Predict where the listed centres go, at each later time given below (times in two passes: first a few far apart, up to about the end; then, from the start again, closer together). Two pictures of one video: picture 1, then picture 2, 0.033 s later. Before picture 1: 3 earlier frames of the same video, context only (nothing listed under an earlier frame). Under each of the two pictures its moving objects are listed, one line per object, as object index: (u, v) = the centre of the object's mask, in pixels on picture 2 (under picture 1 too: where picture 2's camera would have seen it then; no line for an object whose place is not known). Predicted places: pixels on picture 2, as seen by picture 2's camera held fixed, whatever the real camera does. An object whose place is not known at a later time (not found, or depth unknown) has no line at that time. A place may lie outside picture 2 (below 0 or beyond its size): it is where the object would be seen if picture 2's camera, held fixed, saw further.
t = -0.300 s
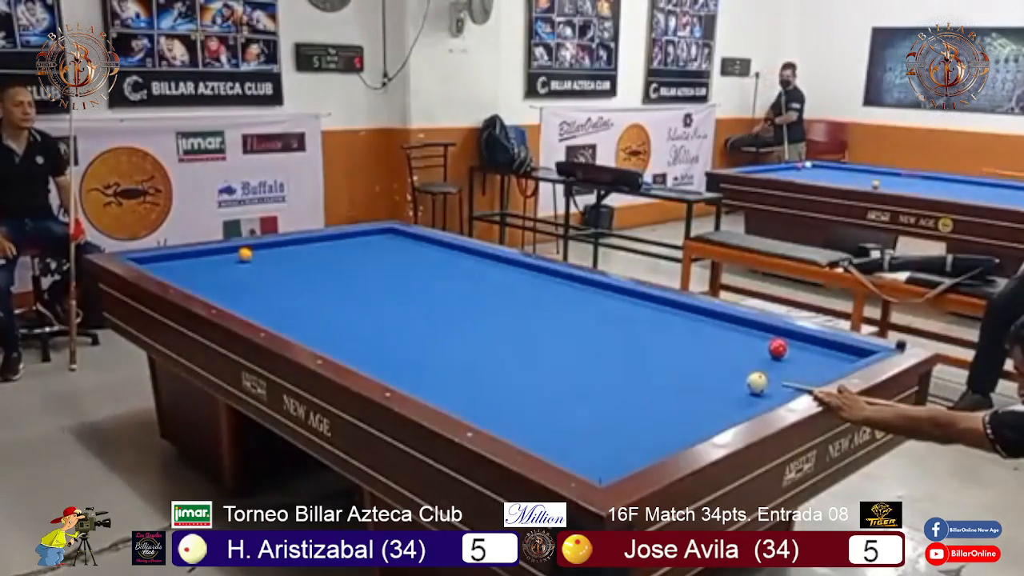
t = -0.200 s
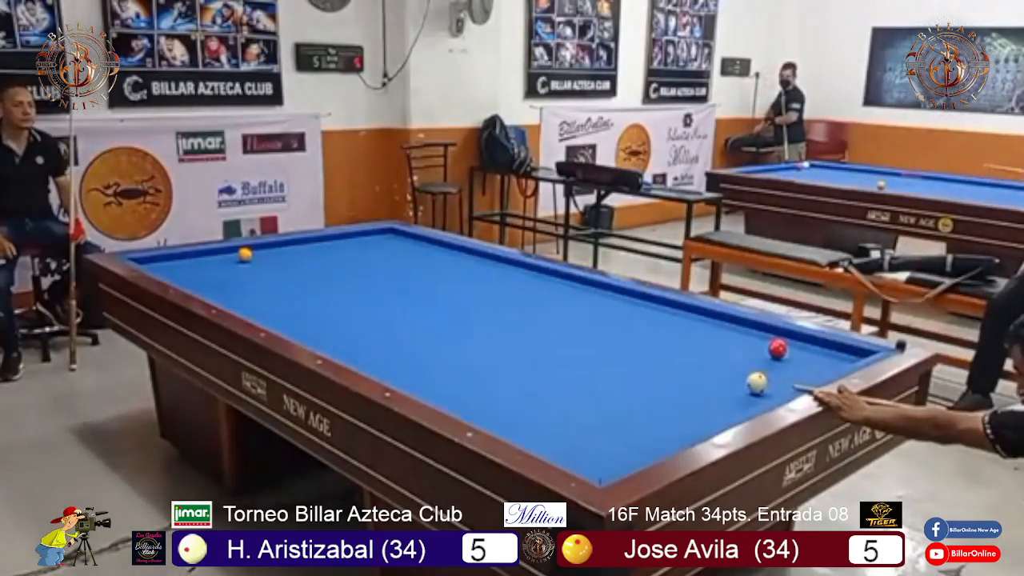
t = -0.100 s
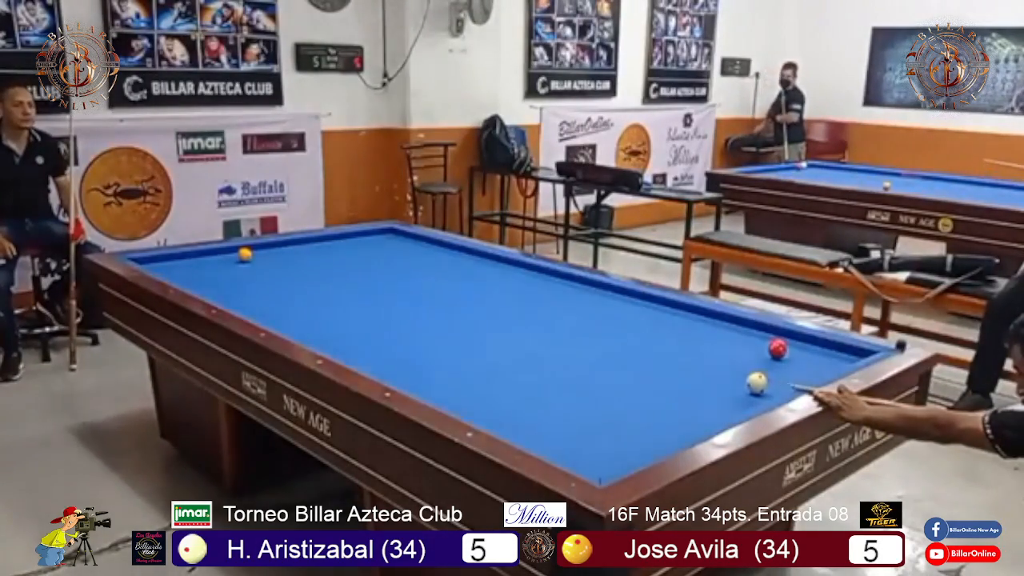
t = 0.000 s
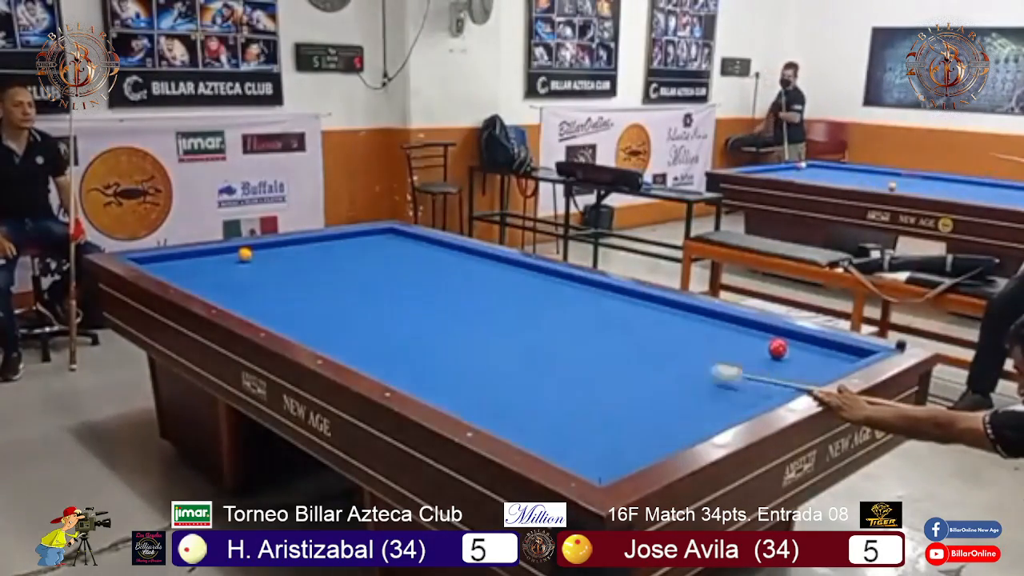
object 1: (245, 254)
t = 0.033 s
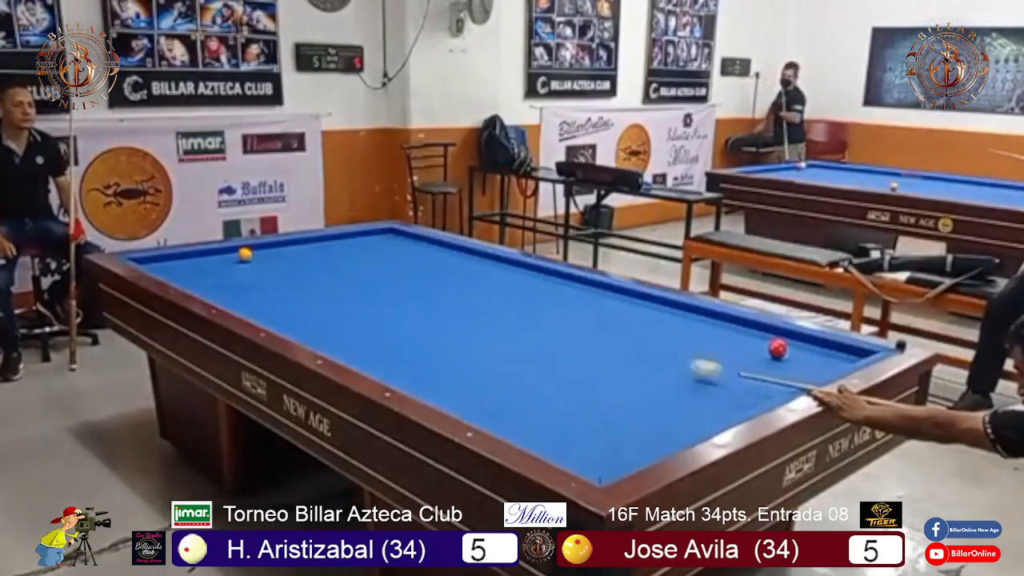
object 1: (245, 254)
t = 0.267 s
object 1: (245, 254)
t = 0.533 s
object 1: (245, 254)
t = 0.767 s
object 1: (245, 254)
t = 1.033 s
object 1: (245, 254)
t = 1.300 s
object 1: (250, 251)
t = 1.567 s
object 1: (265, 244)
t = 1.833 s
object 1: (289, 245)
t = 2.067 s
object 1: (308, 245)
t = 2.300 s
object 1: (328, 245)
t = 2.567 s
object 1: (348, 245)
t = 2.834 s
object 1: (369, 246)
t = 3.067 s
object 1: (386, 246)
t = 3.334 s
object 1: (403, 247)
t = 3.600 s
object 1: (421, 247)
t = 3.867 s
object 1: (438, 247)
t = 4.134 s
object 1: (453, 248)
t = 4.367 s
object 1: (464, 248)
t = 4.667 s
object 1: (464, 250)
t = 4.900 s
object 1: (464, 251)
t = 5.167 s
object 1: (464, 252)
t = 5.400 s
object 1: (464, 253)
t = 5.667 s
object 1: (464, 255)
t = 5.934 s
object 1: (464, 256)
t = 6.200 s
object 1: (464, 258)
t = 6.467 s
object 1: (464, 259)
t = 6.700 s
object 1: (464, 259)
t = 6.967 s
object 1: (464, 260)
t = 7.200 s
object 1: (464, 260)
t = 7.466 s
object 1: (464, 261)
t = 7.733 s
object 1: (463, 261)
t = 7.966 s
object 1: (463, 261)
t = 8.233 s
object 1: (463, 261)
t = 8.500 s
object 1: (464, 261)
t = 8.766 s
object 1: (464, 261)
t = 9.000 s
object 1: (463, 261)
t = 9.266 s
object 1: (463, 262)
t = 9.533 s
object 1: (463, 261)
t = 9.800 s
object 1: (463, 261)
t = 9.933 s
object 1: (463, 262)
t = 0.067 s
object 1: (245, 254)
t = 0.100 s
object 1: (245, 254)
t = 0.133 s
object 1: (245, 254)
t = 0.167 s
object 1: (245, 254)
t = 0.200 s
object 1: (245, 254)
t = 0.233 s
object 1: (245, 254)
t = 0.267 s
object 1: (245, 254)
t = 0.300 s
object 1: (245, 254)
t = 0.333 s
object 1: (245, 254)
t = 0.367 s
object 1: (245, 254)
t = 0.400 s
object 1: (245, 254)
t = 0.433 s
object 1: (245, 254)
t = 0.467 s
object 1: (245, 254)
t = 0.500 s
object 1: (245, 254)
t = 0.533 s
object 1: (245, 254)
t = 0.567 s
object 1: (245, 254)
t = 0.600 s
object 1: (245, 254)
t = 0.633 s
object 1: (245, 254)
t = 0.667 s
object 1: (245, 254)
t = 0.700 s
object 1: (245, 254)
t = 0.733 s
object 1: (245, 254)
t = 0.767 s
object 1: (245, 254)
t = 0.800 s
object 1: (245, 254)
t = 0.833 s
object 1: (245, 254)
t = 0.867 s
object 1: (245, 254)
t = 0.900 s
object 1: (245, 254)
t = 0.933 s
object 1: (245, 254)
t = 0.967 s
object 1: (245, 254)
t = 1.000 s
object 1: (245, 254)
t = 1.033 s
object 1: (245, 254)
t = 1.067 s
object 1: (245, 254)
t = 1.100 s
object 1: (245, 254)
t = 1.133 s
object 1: (244, 254)
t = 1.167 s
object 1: (244, 253)
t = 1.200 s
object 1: (245, 250)
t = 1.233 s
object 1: (247, 253)
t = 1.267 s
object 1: (248, 252)
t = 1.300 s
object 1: (250, 251)
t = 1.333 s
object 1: (252, 250)
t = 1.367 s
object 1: (254, 249)
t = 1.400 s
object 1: (255, 248)
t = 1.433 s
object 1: (256, 247)
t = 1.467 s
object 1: (258, 246)
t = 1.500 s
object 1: (259, 245)
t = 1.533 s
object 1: (262, 244)
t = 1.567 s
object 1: (265, 244)
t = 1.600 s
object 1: (268, 244)
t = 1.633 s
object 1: (271, 245)
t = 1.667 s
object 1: (274, 244)
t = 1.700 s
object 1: (277, 244)
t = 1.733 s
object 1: (280, 245)
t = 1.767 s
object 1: (283, 245)
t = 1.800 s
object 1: (286, 244)
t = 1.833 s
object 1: (289, 245)
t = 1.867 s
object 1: (292, 245)
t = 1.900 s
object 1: (294, 245)
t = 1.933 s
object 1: (297, 245)
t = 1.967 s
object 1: (300, 245)
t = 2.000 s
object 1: (303, 245)
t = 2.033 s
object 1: (306, 245)
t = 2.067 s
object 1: (308, 245)
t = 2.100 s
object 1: (311, 245)
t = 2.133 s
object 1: (314, 245)
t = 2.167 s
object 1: (316, 245)
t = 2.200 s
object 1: (319, 245)
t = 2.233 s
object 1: (322, 245)
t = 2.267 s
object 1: (325, 245)
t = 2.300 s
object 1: (328, 245)
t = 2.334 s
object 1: (330, 245)
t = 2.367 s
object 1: (333, 245)
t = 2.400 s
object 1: (336, 245)
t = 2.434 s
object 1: (338, 245)
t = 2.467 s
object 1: (341, 245)
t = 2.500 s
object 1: (343, 245)
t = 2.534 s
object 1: (346, 245)
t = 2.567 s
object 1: (348, 245)
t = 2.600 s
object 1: (351, 245)
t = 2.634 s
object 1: (354, 245)
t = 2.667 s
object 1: (356, 245)
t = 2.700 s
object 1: (358, 245)
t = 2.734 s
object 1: (361, 246)
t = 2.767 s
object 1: (363, 246)
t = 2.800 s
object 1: (366, 245)
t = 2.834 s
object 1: (369, 246)
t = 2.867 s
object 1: (371, 246)
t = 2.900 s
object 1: (373, 246)
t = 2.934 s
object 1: (376, 246)
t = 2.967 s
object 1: (379, 246)
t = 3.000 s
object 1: (380, 246)
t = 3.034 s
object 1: (383, 246)
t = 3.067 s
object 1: (386, 246)
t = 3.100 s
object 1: (388, 246)
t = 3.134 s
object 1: (390, 246)
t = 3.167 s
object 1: (392, 246)
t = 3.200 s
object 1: (395, 247)
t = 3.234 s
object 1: (397, 247)
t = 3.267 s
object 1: (399, 247)
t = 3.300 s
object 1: (401, 247)
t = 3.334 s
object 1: (403, 247)
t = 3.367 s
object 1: (406, 247)
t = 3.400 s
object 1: (408, 247)
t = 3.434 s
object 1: (410, 247)
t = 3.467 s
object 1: (412, 247)
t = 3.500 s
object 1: (414, 247)
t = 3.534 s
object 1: (416, 247)
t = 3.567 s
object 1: (419, 247)
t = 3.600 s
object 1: (421, 247)
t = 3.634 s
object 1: (423, 247)
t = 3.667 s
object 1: (425, 247)
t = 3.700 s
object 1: (427, 247)
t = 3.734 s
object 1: (429, 247)
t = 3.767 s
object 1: (432, 248)
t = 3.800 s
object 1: (433, 247)
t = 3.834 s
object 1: (435, 247)
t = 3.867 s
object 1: (438, 247)
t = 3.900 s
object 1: (439, 248)
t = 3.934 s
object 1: (441, 248)
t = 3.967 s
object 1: (443, 248)
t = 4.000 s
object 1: (445, 248)
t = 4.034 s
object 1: (447, 248)
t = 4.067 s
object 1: (449, 248)
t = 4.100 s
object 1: (451, 248)
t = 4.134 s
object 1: (453, 248)
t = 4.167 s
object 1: (455, 248)
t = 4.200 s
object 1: (457, 248)
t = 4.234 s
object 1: (459, 248)
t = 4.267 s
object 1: (461, 248)
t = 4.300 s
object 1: (463, 248)
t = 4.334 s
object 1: (464, 248)
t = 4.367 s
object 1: (464, 248)
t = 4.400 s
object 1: (464, 248)
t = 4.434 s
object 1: (464, 248)
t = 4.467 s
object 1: (464, 248)
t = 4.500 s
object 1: (464, 248)
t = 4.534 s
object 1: (464, 249)
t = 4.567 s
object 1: (464, 249)
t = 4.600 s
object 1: (464, 249)
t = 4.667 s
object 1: (464, 250)
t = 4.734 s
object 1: (464, 250)
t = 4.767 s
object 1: (464, 250)
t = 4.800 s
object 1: (464, 250)
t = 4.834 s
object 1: (464, 251)
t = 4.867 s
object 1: (464, 251)
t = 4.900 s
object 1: (464, 251)
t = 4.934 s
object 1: (464, 251)
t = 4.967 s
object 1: (464, 251)
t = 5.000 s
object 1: (464, 251)
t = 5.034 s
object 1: (464, 251)
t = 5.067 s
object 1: (464, 252)
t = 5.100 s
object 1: (464, 252)
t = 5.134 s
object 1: (464, 252)
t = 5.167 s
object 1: (464, 252)
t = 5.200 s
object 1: (464, 252)
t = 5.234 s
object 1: (464, 252)
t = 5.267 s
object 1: (464, 253)
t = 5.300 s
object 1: (464, 253)
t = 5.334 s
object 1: (464, 253)
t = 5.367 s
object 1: (464, 253)
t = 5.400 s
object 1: (464, 253)
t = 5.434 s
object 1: (463, 254)
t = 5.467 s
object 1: (464, 254)
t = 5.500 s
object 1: (464, 254)
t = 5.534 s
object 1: (464, 255)
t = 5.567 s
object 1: (464, 255)
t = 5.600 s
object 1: (464, 255)
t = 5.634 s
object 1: (464, 255)
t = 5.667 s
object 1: (464, 255)
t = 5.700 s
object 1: (464, 256)
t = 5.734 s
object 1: (464, 256)
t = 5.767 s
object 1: (464, 256)
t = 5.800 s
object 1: (464, 256)
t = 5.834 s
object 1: (464, 256)
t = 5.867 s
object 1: (464, 256)
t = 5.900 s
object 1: (464, 256)
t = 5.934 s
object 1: (464, 256)
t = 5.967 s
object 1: (464, 257)
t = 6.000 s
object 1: (464, 257)
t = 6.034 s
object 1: (463, 257)
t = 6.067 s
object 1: (463, 257)
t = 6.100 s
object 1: (463, 257)
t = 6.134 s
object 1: (464, 257)
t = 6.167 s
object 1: (464, 258)
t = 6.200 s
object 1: (464, 258)
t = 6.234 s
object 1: (464, 258)
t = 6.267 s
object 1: (464, 258)
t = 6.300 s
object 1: (464, 258)
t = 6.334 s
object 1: (464, 258)
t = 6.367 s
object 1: (464, 258)
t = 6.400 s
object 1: (464, 259)
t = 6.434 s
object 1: (464, 259)
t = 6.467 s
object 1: (464, 259)
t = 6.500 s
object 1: (464, 259)
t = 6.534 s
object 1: (464, 259)
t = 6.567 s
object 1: (464, 259)
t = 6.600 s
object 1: (464, 259)
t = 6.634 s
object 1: (464, 259)
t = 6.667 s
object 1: (464, 259)
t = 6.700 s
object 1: (464, 259)
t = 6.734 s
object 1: (464, 259)
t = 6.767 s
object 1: (464, 260)
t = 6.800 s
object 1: (464, 260)
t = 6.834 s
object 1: (464, 260)
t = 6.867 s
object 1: (464, 260)
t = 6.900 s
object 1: (464, 260)
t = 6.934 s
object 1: (464, 260)
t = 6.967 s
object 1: (464, 260)
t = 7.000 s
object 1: (464, 260)
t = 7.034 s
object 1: (464, 260)
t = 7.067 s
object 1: (464, 260)
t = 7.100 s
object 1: (464, 260)
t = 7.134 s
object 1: (464, 260)
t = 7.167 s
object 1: (464, 260)
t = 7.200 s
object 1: (464, 260)
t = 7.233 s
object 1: (464, 261)
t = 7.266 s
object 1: (464, 261)
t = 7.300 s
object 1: (464, 261)
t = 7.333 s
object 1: (464, 261)
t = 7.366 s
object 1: (464, 261)
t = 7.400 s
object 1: (464, 261)
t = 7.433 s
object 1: (464, 261)
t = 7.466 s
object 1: (464, 261)
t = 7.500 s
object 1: (464, 261)
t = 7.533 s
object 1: (464, 261)
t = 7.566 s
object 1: (464, 261)
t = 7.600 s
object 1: (464, 261)
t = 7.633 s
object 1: (464, 261)
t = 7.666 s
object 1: (464, 261)
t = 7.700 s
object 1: (464, 261)
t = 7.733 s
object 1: (463, 261)
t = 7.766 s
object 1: (463, 261)
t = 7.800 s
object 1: (463, 261)
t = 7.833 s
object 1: (463, 261)
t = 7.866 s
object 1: (463, 261)
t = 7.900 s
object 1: (463, 261)
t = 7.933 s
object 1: (463, 261)
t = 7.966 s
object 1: (463, 261)
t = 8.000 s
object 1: (463, 261)
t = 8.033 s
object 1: (463, 261)
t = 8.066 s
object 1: (463, 261)
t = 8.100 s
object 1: (463, 261)
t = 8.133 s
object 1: (463, 261)
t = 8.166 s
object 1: (463, 261)
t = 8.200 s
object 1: (463, 261)
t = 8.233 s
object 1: (463, 261)
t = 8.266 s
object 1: (463, 261)
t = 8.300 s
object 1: (463, 261)
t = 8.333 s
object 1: (463, 261)
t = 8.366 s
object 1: (463, 261)
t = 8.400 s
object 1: (463, 261)
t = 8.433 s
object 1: (463, 261)
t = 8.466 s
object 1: (463, 261)
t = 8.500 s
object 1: (464, 261)
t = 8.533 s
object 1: (464, 261)
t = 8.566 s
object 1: (463, 262)
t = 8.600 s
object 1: (463, 261)
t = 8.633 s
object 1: (463, 261)
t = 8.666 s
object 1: (464, 261)
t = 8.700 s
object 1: (464, 261)
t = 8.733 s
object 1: (464, 261)
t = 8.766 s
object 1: (464, 261)
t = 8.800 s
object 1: (464, 262)
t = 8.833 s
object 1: (464, 262)
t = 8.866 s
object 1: (463, 261)
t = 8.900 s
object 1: (463, 262)
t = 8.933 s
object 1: (464, 262)
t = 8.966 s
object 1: (463, 262)
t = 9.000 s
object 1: (463, 261)
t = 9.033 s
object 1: (463, 261)
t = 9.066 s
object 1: (463, 261)
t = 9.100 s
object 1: (463, 261)
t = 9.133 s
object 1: (463, 261)
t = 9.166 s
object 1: (463, 261)
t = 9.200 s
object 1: (463, 261)
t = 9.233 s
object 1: (464, 262)
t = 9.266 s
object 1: (463, 262)
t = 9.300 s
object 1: (463, 261)
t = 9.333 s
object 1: (463, 261)
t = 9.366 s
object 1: (463, 261)
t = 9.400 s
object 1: (463, 261)
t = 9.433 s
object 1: (463, 261)
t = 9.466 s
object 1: (463, 261)
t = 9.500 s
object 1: (463, 261)
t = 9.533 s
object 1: (463, 261)
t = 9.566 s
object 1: (463, 261)
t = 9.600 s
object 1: (463, 261)
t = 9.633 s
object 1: (463, 261)
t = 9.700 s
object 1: (463, 261)
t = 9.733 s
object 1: (463, 261)
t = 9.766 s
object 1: (463, 261)
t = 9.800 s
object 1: (463, 261)
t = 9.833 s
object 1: (463, 261)
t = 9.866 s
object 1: (463, 262)
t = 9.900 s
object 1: (463, 262)
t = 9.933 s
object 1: (463, 262)
